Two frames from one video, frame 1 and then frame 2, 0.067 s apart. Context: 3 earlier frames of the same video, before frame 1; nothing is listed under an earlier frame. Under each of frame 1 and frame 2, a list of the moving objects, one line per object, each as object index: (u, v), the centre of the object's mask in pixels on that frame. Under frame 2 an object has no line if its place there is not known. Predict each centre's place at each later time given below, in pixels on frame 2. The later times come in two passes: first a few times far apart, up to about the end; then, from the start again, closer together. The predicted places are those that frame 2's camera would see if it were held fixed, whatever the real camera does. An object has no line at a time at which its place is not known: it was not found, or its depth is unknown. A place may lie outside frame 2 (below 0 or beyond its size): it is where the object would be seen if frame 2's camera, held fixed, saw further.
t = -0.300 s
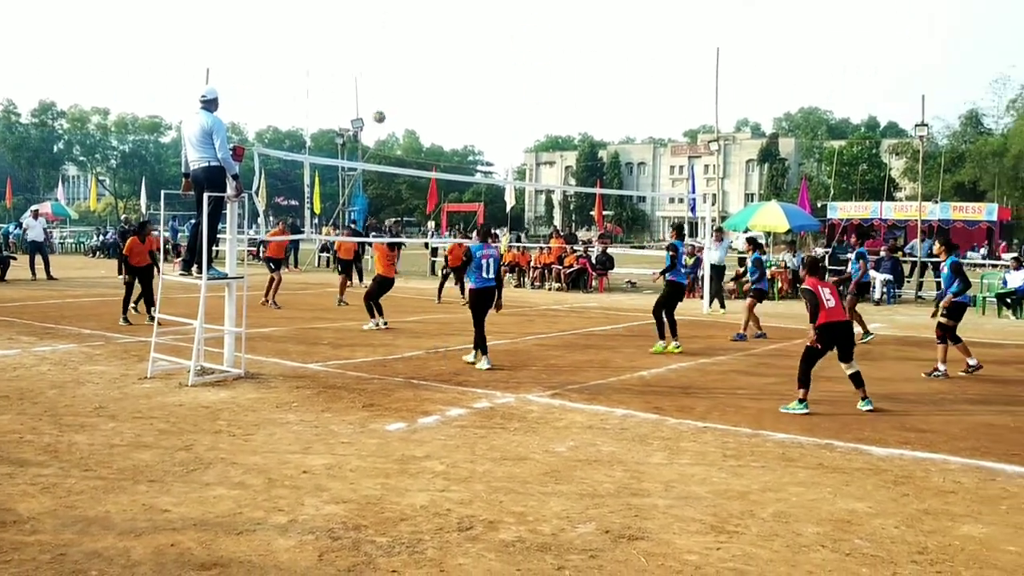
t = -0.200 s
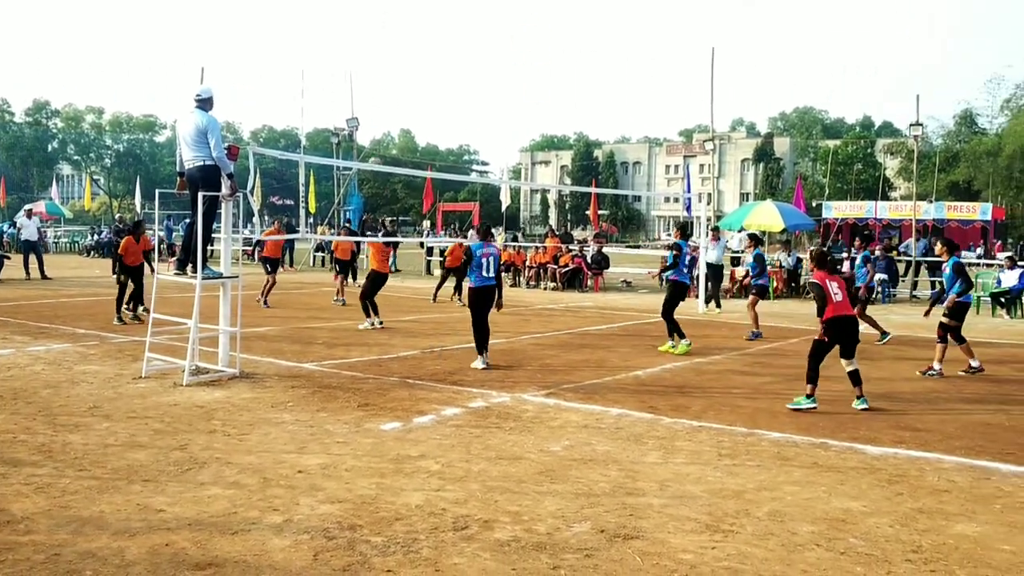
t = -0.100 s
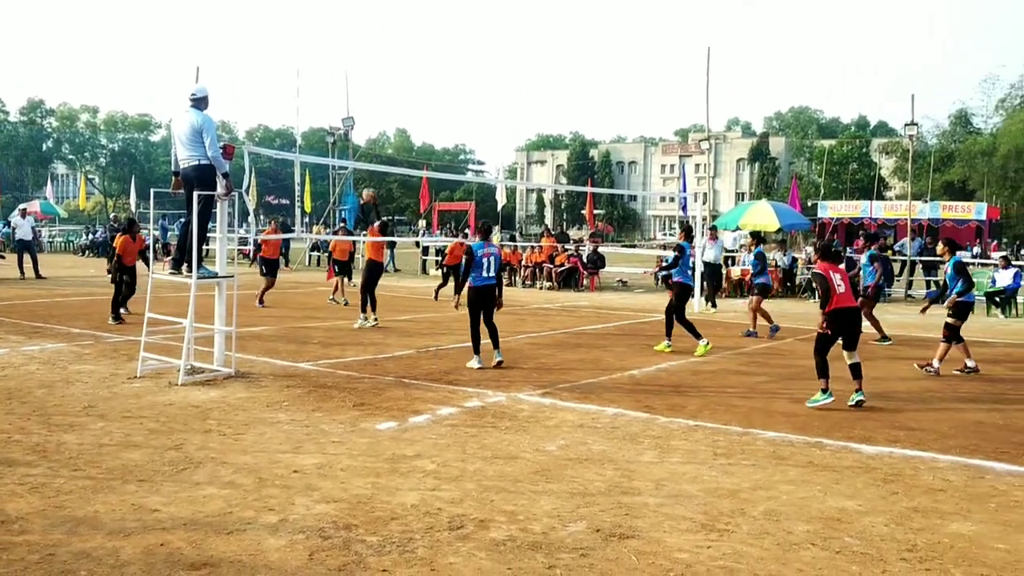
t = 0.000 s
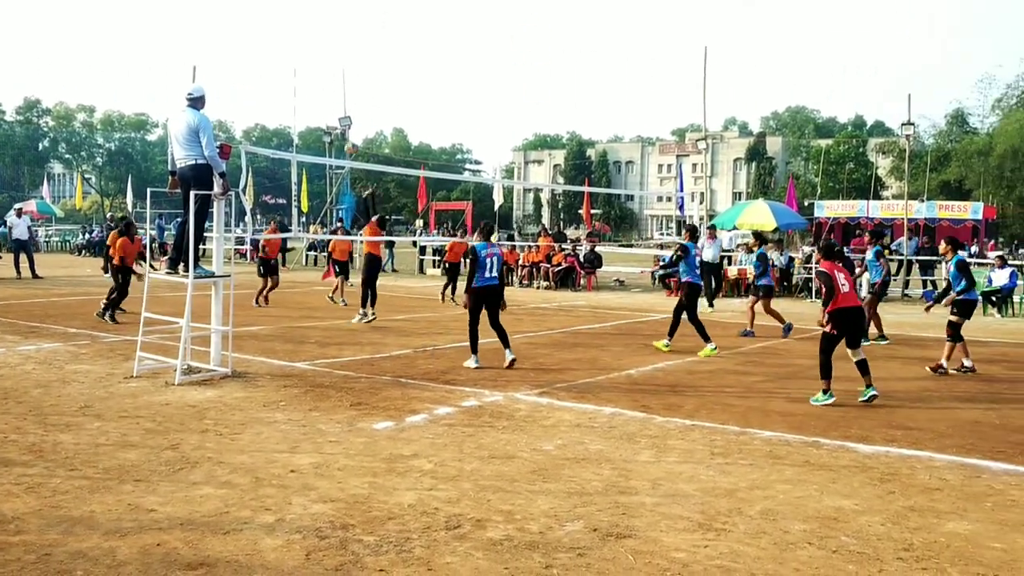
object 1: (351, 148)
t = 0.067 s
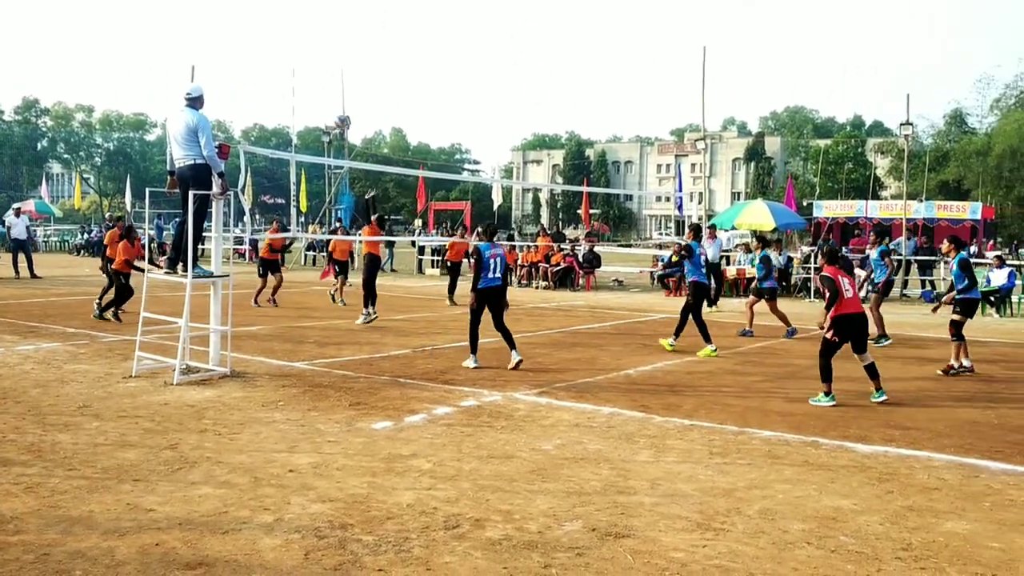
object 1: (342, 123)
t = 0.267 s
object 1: (311, 58)
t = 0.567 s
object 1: (263, 9)
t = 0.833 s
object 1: (217, 20)
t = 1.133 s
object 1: (165, 98)
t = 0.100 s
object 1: (336, 109)
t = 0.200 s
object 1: (321, 76)
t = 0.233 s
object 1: (316, 66)
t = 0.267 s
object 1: (311, 58)
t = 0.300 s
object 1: (306, 49)
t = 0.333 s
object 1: (300, 42)
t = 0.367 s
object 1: (295, 35)
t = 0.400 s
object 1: (290, 29)
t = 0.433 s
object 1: (285, 24)
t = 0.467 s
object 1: (279, 19)
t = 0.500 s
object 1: (274, 15)
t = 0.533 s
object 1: (268, 12)
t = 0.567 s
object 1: (263, 9)
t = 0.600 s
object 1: (257, 8)
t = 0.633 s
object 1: (252, 7)
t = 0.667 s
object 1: (246, 7)
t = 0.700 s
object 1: (240, 8)
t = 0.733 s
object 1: (234, 10)
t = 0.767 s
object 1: (229, 12)
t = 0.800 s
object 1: (223, 16)
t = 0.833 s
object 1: (217, 20)
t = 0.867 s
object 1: (211, 25)
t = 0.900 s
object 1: (206, 31)
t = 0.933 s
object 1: (200, 38)
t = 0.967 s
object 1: (194, 46)
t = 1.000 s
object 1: (189, 55)
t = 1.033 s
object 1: (183, 65)
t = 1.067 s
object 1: (177, 75)
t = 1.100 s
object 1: (171, 86)
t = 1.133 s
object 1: (165, 98)
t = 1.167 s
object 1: (159, 111)
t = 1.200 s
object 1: (153, 125)
